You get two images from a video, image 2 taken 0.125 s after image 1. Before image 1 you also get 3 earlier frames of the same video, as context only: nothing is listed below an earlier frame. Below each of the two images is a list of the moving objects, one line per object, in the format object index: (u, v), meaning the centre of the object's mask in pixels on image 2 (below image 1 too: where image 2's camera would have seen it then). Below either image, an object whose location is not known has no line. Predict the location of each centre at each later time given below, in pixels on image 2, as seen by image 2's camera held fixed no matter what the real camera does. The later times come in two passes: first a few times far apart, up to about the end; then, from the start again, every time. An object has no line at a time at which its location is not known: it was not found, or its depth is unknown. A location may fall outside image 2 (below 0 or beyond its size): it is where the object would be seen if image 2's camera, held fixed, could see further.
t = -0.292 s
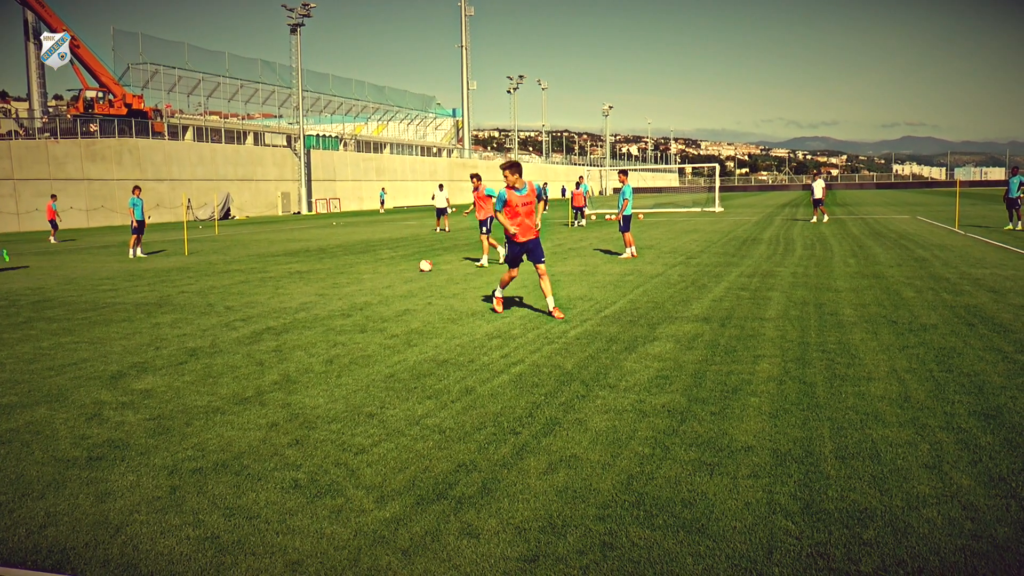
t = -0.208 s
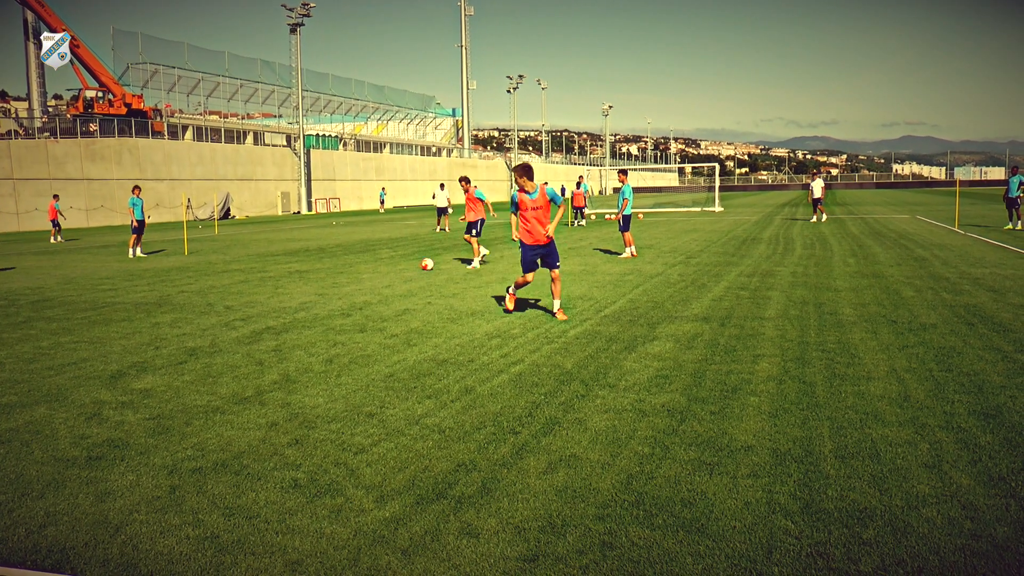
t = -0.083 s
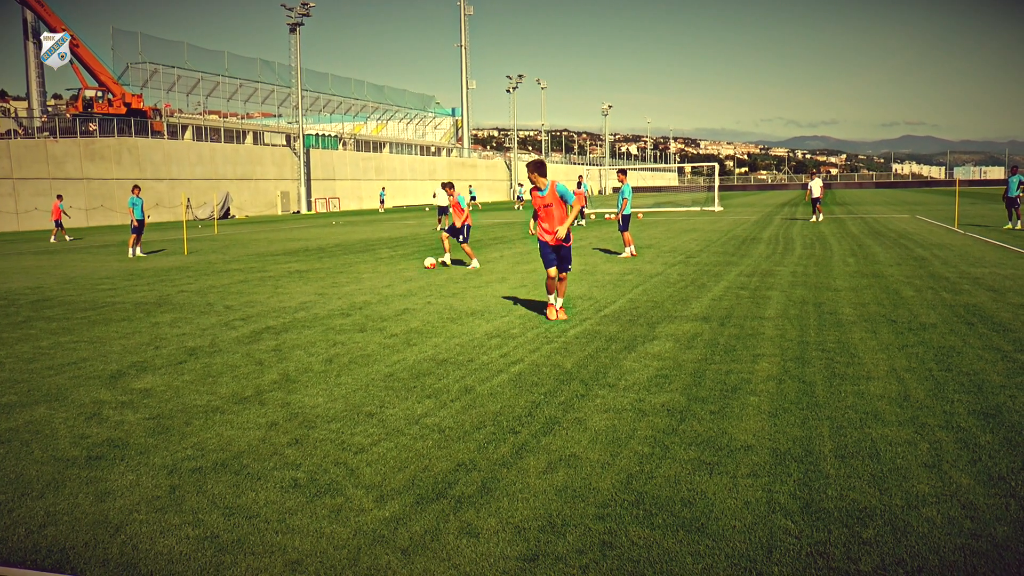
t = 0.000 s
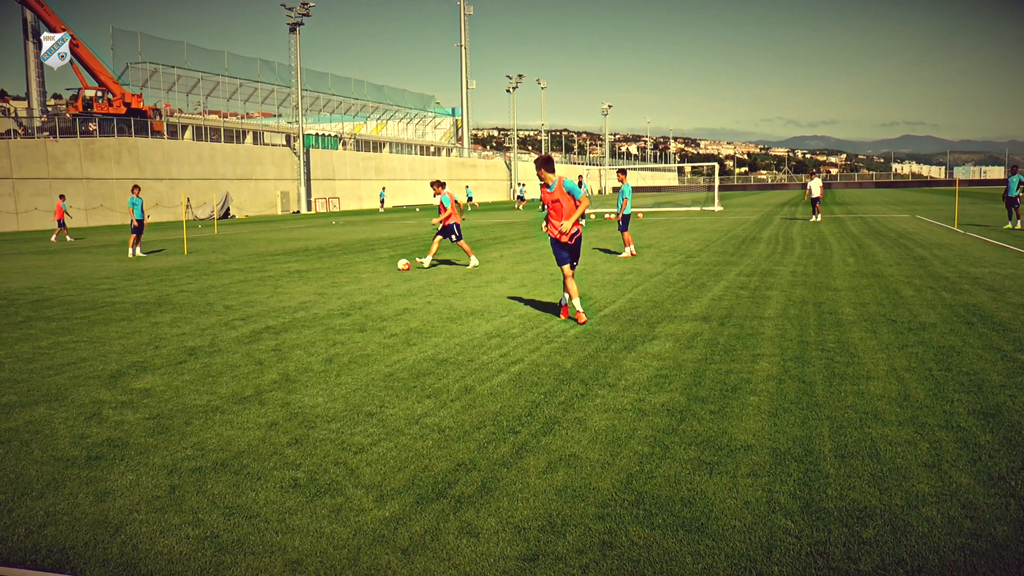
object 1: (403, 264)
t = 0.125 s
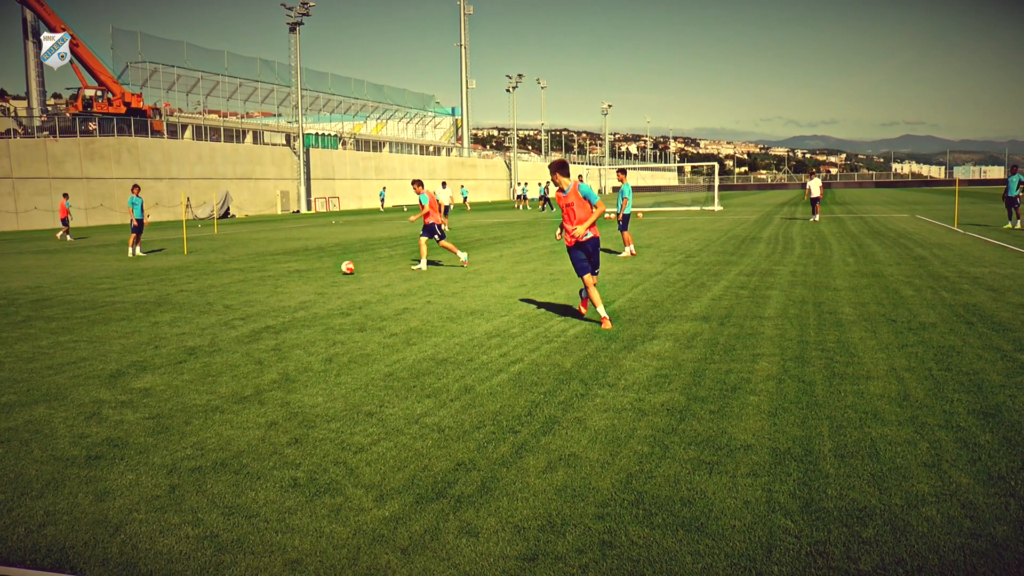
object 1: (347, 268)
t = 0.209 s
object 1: (310, 272)
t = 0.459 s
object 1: (209, 280)
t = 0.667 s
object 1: (132, 286)
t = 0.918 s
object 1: (36, 295)
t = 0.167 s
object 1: (329, 270)
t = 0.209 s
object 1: (310, 272)
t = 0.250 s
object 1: (292, 273)
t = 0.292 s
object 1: (275, 275)
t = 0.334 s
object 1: (258, 276)
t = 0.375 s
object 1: (241, 277)
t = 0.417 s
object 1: (225, 279)
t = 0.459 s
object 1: (209, 280)
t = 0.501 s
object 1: (193, 281)
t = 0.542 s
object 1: (178, 282)
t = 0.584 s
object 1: (163, 284)
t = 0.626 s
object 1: (147, 285)
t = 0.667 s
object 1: (132, 286)
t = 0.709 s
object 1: (116, 288)
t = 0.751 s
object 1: (101, 289)
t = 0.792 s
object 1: (84, 290)
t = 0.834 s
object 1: (68, 291)
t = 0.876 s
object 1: (52, 293)
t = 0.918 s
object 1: (36, 295)
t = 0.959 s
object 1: (19, 296)
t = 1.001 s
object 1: (5, 297)
